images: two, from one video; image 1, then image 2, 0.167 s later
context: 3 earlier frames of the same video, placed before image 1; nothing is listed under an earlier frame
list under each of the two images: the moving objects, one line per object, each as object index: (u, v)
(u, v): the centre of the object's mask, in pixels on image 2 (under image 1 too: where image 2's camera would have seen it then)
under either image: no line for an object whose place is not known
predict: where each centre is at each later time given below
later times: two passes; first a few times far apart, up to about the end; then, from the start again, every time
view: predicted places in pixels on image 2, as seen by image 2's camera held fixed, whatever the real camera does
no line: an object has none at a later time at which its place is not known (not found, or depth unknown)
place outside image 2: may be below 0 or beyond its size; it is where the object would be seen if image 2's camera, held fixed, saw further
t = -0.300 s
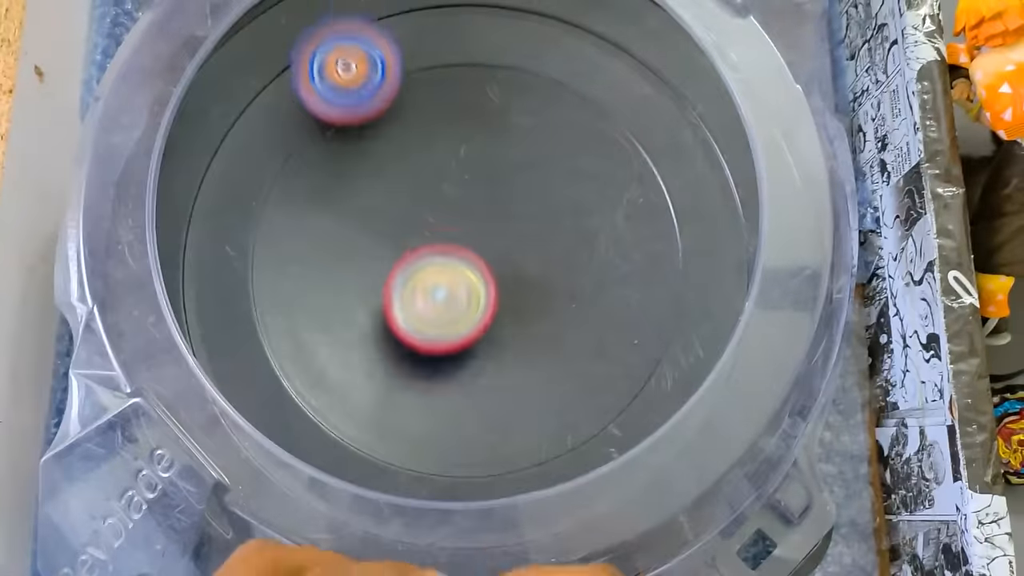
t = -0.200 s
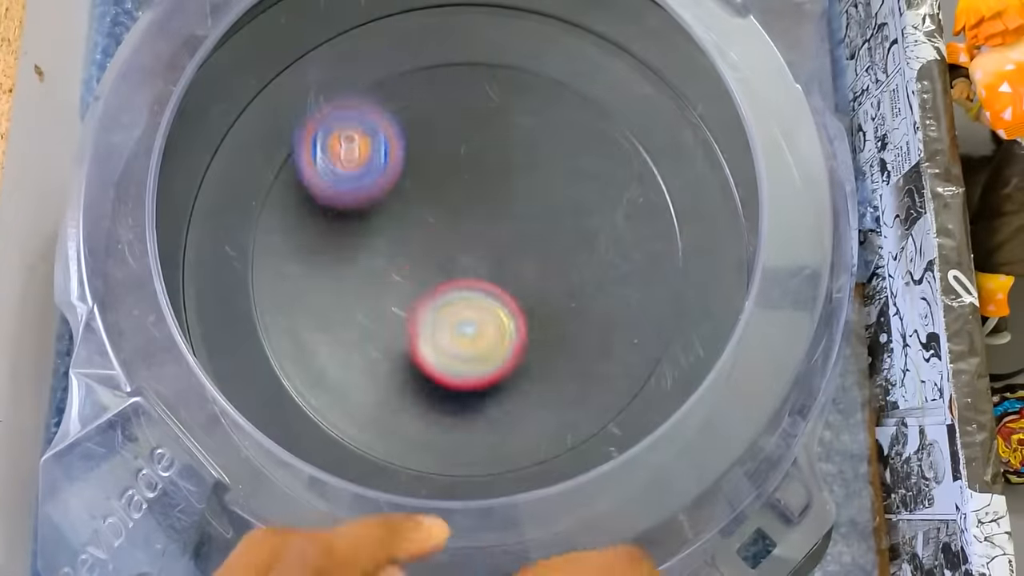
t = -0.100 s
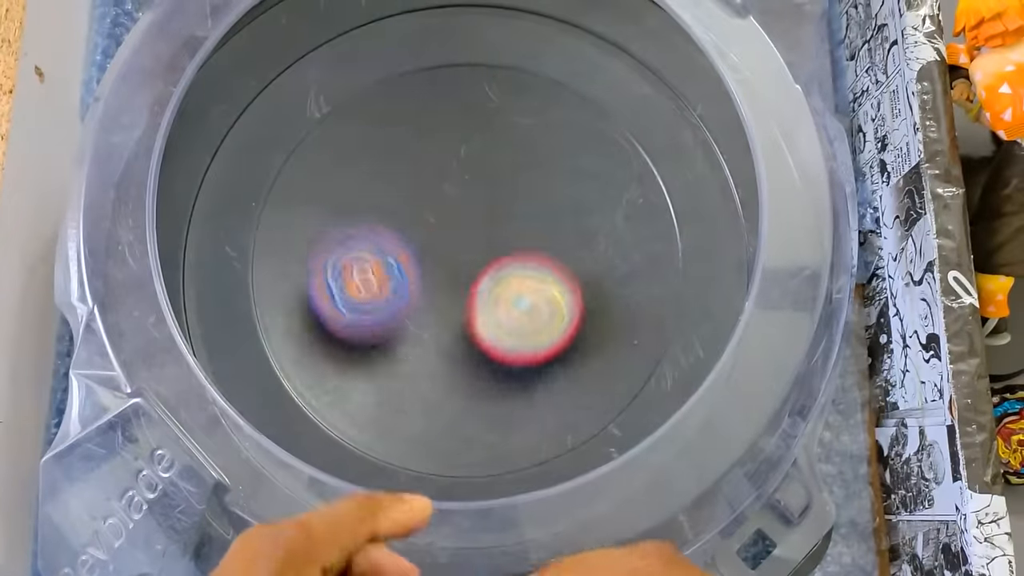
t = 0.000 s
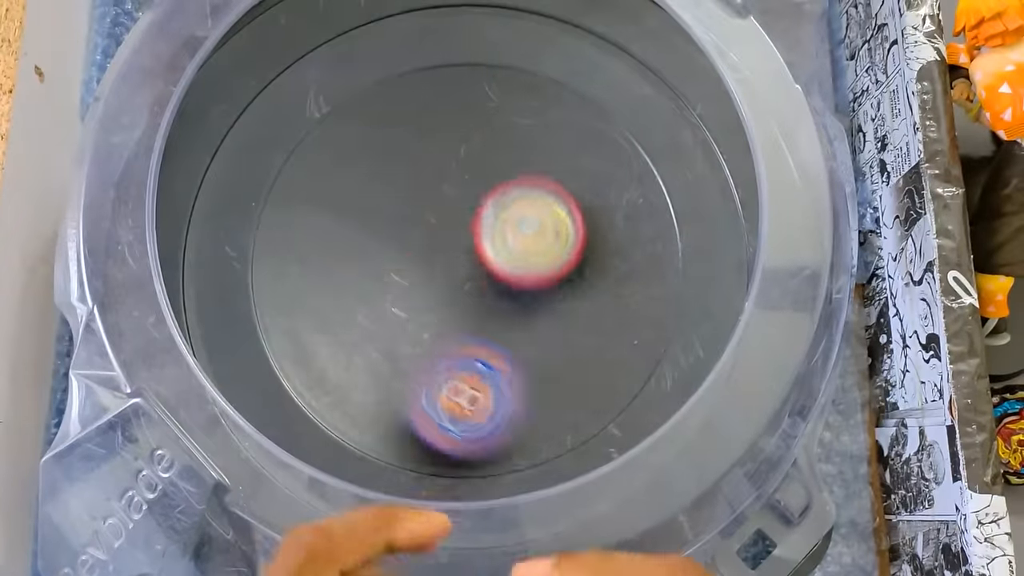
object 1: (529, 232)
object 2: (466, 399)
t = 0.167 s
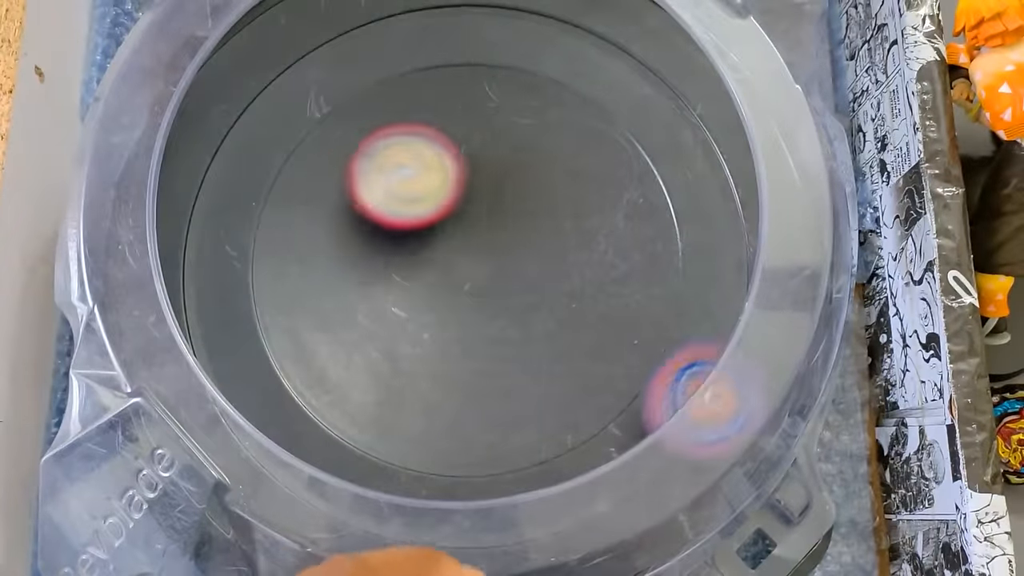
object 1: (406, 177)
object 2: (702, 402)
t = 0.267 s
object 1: (331, 223)
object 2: (761, 316)
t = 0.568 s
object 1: (444, 413)
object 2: (621, 82)
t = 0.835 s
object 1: (570, 209)
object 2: (391, 38)
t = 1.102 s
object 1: (367, 112)
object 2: (207, 176)
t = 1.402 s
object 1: (309, 329)
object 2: (395, 516)
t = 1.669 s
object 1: (562, 330)
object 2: (735, 314)
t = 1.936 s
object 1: (561, 103)
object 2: (498, 21)
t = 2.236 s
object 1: (336, 129)
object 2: (198, 225)
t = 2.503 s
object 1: (396, 353)
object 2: (376, 477)
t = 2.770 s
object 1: (621, 312)
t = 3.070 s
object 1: (443, 125)
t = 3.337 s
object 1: (345, 291)
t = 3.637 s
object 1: (554, 365)
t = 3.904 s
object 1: (586, 180)
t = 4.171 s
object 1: (393, 161)
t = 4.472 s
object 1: (388, 363)
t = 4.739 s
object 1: (581, 336)
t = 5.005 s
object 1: (535, 155)
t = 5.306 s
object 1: (319, 35)
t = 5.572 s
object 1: (264, 79)
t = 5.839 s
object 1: (281, 81)
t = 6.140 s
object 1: (357, 49)
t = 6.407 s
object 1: (432, 33)
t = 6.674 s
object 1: (499, 23)
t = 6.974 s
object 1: (555, 32)
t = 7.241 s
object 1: (618, 46)
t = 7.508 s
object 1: (655, 76)
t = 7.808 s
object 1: (682, 134)
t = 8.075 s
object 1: (678, 190)
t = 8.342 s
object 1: (552, 163)
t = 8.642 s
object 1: (399, 237)
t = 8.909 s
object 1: (383, 362)
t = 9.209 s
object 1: (509, 353)
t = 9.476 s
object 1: (494, 215)
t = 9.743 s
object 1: (375, 177)
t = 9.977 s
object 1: (358, 263)
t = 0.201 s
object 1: (377, 186)
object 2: (724, 373)
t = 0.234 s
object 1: (351, 202)
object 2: (740, 346)
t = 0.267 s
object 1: (331, 223)
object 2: (761, 316)
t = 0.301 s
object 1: (315, 247)
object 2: (772, 293)
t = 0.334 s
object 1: (306, 275)
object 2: (762, 262)
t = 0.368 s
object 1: (304, 306)
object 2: (732, 229)
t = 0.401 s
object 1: (311, 335)
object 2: (722, 204)
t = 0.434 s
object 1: (325, 362)
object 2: (710, 172)
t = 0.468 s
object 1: (346, 386)
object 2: (693, 143)
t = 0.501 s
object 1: (374, 404)
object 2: (671, 119)
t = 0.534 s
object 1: (408, 412)
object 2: (646, 99)
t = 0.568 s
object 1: (444, 413)
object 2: (621, 82)
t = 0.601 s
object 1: (477, 406)
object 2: (595, 65)
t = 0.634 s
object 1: (509, 389)
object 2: (567, 52)
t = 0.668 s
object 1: (537, 366)
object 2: (539, 45)
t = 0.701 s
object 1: (559, 339)
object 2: (508, 40)
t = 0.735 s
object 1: (573, 308)
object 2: (479, 38)
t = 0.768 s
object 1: (580, 274)
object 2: (450, 36)
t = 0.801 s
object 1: (579, 241)
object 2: (421, 37)
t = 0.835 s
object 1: (570, 209)
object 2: (391, 38)
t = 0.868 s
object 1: (556, 182)
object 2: (362, 41)
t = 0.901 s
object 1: (536, 157)
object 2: (333, 46)
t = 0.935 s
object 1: (511, 136)
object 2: (305, 54)
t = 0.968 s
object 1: (484, 121)
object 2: (279, 66)
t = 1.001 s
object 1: (455, 111)
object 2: (255, 83)
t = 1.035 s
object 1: (425, 106)
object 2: (234, 108)
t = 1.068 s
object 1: (396, 106)
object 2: (220, 139)
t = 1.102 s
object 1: (367, 112)
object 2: (207, 176)
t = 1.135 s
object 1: (339, 123)
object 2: (198, 217)
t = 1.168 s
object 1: (316, 140)
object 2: (199, 261)
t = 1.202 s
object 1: (295, 160)
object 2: (207, 303)
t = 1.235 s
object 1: (280, 187)
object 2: (223, 349)
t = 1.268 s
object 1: (272, 214)
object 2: (247, 385)
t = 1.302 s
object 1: (270, 243)
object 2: (275, 417)
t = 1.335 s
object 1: (276, 275)
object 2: (310, 445)
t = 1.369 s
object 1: (290, 304)
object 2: (350, 466)
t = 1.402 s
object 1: (309, 329)
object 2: (395, 516)
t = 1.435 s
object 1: (335, 353)
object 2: (445, 525)
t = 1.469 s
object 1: (367, 370)
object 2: (498, 524)
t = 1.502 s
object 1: (400, 380)
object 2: (546, 514)
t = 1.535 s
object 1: (436, 383)
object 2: (600, 491)
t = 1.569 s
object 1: (472, 379)
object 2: (644, 462)
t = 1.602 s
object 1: (505, 368)
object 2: (684, 421)
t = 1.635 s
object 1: (535, 352)
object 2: (716, 373)
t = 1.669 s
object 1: (562, 330)
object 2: (735, 314)
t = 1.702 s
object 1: (581, 304)
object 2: (725, 259)
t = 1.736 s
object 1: (595, 275)
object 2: (724, 205)
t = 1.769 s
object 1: (603, 243)
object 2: (709, 151)
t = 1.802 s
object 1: (605, 212)
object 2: (683, 103)
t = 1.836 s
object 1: (601, 179)
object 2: (644, 60)
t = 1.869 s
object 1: (593, 151)
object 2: (602, 36)
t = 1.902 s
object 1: (579, 125)
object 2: (548, 25)
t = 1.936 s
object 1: (561, 103)
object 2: (498, 21)
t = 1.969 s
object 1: (540, 85)
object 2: (446, 21)
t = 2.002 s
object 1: (514, 70)
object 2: (395, 24)
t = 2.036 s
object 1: (488, 62)
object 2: (349, 32)
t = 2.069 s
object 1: (460, 58)
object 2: (309, 43)
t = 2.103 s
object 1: (429, 61)
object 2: (272, 68)
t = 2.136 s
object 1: (401, 70)
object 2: (241, 105)
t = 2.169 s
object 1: (377, 84)
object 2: (218, 140)
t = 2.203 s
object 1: (354, 105)
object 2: (204, 183)
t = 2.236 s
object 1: (336, 129)
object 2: (198, 225)
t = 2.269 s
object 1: (324, 157)
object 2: (199, 268)
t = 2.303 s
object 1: (317, 186)
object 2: (208, 308)
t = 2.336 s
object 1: (316, 218)
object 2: (224, 348)
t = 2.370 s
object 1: (320, 248)
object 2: (245, 383)
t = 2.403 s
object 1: (331, 279)
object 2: (269, 411)
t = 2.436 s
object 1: (348, 308)
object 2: (298, 436)
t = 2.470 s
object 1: (371, 333)
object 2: (335, 459)
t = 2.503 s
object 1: (396, 353)
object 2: (376, 477)
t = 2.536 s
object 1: (425, 368)
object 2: (419, 523)
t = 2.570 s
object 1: (454, 376)
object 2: (469, 526)
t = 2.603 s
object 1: (485, 378)
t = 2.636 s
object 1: (518, 374)
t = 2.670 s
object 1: (552, 366)
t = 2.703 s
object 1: (581, 353)
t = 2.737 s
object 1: (605, 335)
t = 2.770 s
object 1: (621, 312)
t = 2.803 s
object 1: (626, 285)
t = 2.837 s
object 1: (630, 256)
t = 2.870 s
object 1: (632, 228)
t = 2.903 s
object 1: (630, 202)
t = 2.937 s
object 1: (600, 176)
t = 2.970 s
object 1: (557, 157)
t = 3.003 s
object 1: (515, 140)
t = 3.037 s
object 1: (477, 128)
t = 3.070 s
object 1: (443, 125)
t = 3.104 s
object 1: (414, 132)
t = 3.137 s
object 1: (389, 144)
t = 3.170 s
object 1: (370, 162)
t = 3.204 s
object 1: (354, 186)
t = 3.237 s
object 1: (344, 210)
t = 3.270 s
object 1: (340, 236)
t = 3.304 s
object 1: (340, 263)
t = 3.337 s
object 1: (345, 291)
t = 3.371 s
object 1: (357, 317)
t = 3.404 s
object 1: (372, 339)
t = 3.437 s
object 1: (393, 358)
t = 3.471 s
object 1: (418, 373)
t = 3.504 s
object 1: (444, 382)
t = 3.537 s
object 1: (472, 386)
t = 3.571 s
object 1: (502, 385)
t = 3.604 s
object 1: (528, 377)
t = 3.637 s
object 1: (554, 365)
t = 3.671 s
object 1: (577, 348)
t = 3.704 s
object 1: (593, 328)
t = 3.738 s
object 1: (606, 303)
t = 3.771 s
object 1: (613, 278)
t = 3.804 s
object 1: (615, 251)
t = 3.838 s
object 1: (610, 225)
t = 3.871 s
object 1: (600, 202)
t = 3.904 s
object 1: (586, 180)
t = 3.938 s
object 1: (567, 161)
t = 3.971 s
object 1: (545, 146)
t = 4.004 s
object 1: (520, 137)
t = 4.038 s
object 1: (493, 132)
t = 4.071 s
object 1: (467, 132)
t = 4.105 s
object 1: (440, 138)
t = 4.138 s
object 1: (415, 148)
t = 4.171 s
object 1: (393, 161)
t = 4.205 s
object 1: (373, 178)
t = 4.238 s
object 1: (358, 200)
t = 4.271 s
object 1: (348, 222)
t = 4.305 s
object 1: (342, 247)
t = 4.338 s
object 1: (341, 273)
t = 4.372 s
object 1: (345, 298)
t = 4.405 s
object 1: (355, 322)
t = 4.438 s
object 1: (369, 345)
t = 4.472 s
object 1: (388, 363)
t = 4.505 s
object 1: (411, 376)
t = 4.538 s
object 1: (436, 384)
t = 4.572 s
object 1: (463, 389)
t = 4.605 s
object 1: (489, 388)
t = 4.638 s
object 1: (518, 382)
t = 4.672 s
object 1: (543, 370)
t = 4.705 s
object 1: (563, 356)
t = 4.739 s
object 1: (581, 336)
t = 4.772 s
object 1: (592, 312)
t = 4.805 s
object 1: (599, 286)
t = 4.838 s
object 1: (600, 261)
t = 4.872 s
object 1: (597, 235)
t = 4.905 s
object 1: (588, 211)
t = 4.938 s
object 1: (573, 189)
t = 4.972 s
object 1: (557, 171)
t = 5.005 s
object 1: (535, 155)
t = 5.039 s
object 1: (512, 146)
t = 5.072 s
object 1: (488, 140)
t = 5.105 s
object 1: (462, 138)
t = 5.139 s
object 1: (431, 106)
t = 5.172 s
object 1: (400, 74)
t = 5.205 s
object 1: (371, 53)
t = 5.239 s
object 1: (349, 43)
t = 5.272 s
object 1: (332, 35)
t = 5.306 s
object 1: (319, 35)
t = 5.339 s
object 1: (312, 41)
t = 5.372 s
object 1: (303, 49)
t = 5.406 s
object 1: (294, 57)
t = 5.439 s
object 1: (287, 64)
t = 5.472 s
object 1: (281, 66)
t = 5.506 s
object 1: (276, 66)
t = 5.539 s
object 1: (271, 70)
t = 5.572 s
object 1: (264, 79)
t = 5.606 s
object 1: (257, 90)
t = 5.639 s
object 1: (252, 97)
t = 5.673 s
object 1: (251, 101)
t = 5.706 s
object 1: (253, 100)
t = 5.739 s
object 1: (258, 96)
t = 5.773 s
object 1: (265, 91)
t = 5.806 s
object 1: (273, 86)
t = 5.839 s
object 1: (281, 81)
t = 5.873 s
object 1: (288, 77)
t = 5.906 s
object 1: (295, 72)
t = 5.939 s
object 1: (302, 68)
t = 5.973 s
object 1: (310, 64)
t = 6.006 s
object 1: (320, 60)
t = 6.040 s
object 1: (329, 57)
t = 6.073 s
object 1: (338, 54)
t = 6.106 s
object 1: (348, 51)
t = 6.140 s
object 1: (357, 49)
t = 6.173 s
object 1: (366, 47)
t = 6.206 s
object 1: (375, 44)
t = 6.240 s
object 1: (384, 42)
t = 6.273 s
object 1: (393, 40)
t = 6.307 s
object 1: (403, 39)
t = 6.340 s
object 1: (413, 37)
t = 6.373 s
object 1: (422, 35)
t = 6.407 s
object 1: (432, 33)
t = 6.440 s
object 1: (442, 31)
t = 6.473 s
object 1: (451, 30)
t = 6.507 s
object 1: (459, 28)
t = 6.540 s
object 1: (467, 27)
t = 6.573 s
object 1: (475, 26)
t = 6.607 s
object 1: (484, 25)
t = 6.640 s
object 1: (492, 24)
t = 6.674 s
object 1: (499, 23)
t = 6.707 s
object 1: (503, 23)
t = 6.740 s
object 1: (504, 24)
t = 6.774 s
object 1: (509, 25)
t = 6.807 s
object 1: (517, 26)
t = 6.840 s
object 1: (524, 27)
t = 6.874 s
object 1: (532, 28)
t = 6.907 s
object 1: (540, 29)
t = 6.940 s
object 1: (547, 30)
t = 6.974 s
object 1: (555, 32)
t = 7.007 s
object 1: (564, 33)
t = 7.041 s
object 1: (572, 35)
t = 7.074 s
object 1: (580, 36)
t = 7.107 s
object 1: (588, 38)
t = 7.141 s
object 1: (596, 39)
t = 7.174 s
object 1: (604, 42)
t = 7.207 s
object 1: (611, 43)
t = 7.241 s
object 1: (618, 46)
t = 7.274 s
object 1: (624, 48)
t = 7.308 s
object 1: (629, 50)
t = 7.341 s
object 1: (633, 53)
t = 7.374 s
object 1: (637, 56)
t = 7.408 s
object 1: (642, 61)
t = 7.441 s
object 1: (646, 65)
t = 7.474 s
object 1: (650, 71)
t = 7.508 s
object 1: (655, 76)
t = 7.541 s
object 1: (659, 81)
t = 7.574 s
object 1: (664, 88)
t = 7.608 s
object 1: (668, 94)
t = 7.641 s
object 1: (671, 99)
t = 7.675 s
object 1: (674, 106)
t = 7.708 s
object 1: (676, 113)
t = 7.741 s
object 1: (678, 119)
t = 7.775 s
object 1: (681, 126)
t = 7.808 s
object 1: (682, 134)
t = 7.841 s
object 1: (683, 141)
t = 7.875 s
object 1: (683, 148)
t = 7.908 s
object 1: (684, 156)
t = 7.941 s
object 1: (683, 163)
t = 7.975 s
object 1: (683, 169)
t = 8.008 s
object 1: (683, 176)
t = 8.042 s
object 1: (681, 183)
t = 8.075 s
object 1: (678, 190)
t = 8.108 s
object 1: (673, 191)
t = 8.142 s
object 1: (662, 192)
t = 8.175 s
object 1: (647, 189)
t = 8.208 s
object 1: (629, 183)
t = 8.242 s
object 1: (610, 176)
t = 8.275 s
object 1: (592, 170)
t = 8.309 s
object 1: (572, 165)
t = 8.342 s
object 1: (552, 163)
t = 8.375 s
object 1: (532, 165)
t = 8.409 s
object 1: (511, 167)
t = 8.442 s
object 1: (492, 173)
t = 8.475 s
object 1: (473, 180)
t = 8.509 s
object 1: (455, 188)
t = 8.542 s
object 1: (438, 199)
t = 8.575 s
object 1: (423, 210)
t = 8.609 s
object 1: (409, 223)
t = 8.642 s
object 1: (399, 237)
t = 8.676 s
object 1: (390, 252)
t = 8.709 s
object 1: (382, 267)
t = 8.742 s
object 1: (377, 284)
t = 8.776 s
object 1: (375, 299)
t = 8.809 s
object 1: (374, 316)
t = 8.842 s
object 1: (374, 333)
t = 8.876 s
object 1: (377, 348)
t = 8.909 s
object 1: (383, 362)
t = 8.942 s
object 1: (392, 374)
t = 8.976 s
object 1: (403, 385)
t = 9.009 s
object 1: (418, 393)
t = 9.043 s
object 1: (434, 398)
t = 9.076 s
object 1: (451, 398)
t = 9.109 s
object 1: (468, 393)
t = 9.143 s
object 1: (485, 383)
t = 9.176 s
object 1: (498, 370)
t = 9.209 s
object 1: (509, 353)
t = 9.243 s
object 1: (517, 336)
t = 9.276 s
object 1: (523, 318)
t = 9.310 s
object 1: (525, 298)
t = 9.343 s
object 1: (524, 280)
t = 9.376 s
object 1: (521, 262)
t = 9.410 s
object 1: (514, 245)
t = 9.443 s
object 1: (505, 229)
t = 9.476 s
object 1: (494, 215)
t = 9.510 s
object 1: (481, 204)
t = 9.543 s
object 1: (467, 194)
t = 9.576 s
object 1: (453, 186)
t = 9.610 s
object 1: (438, 180)
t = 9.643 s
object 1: (422, 176)
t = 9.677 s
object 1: (406, 174)
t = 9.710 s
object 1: (390, 174)
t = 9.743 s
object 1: (375, 177)
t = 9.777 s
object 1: (362, 182)
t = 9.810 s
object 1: (351, 191)
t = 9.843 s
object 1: (344, 203)
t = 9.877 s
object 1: (341, 217)
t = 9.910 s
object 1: (342, 233)
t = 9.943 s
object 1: (348, 249)
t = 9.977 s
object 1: (358, 263)
